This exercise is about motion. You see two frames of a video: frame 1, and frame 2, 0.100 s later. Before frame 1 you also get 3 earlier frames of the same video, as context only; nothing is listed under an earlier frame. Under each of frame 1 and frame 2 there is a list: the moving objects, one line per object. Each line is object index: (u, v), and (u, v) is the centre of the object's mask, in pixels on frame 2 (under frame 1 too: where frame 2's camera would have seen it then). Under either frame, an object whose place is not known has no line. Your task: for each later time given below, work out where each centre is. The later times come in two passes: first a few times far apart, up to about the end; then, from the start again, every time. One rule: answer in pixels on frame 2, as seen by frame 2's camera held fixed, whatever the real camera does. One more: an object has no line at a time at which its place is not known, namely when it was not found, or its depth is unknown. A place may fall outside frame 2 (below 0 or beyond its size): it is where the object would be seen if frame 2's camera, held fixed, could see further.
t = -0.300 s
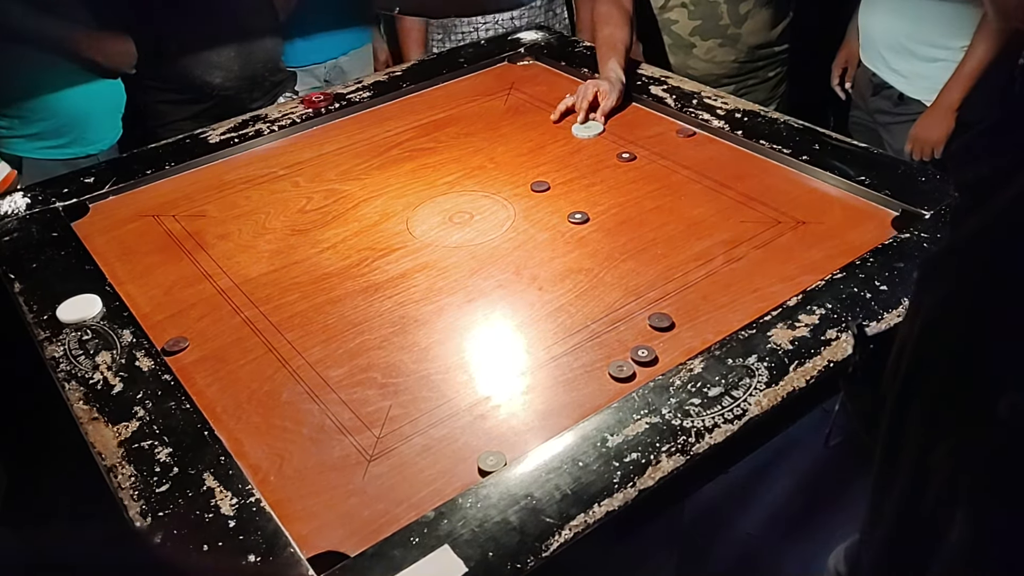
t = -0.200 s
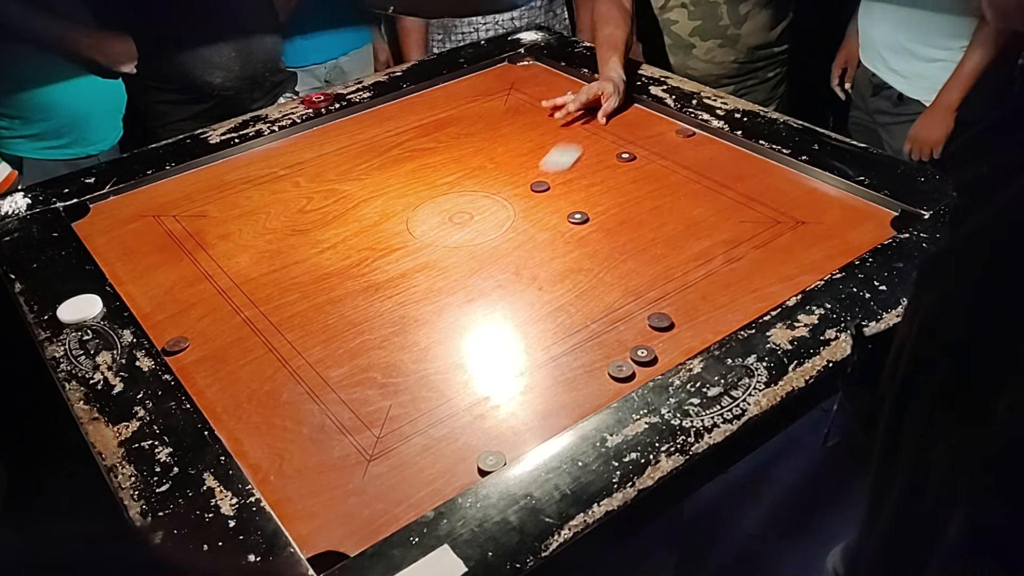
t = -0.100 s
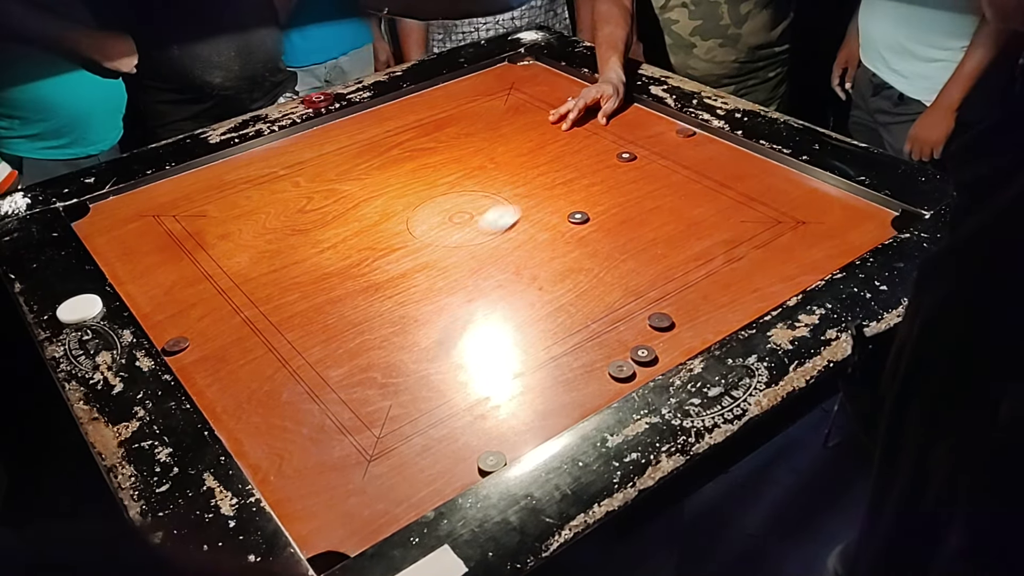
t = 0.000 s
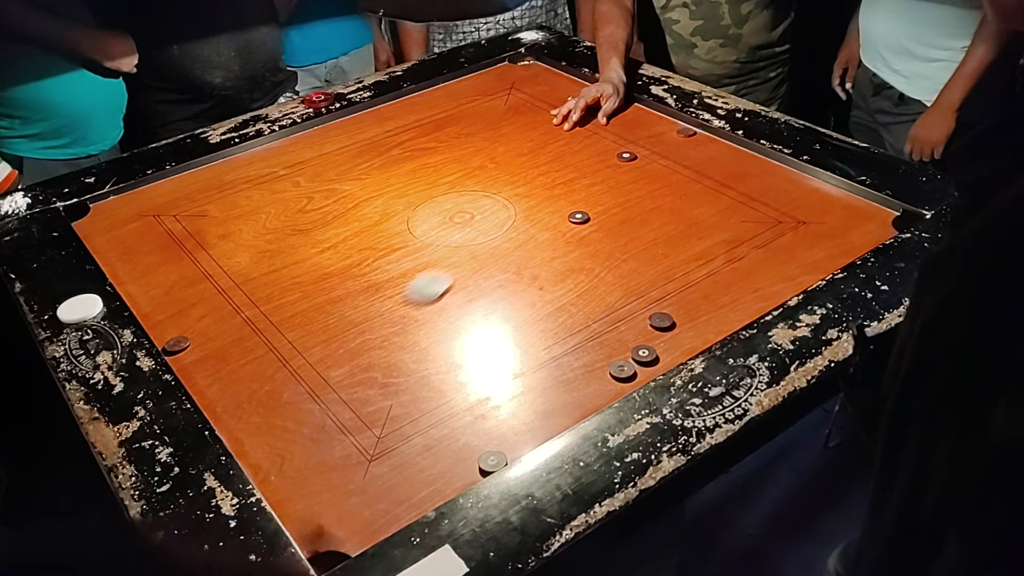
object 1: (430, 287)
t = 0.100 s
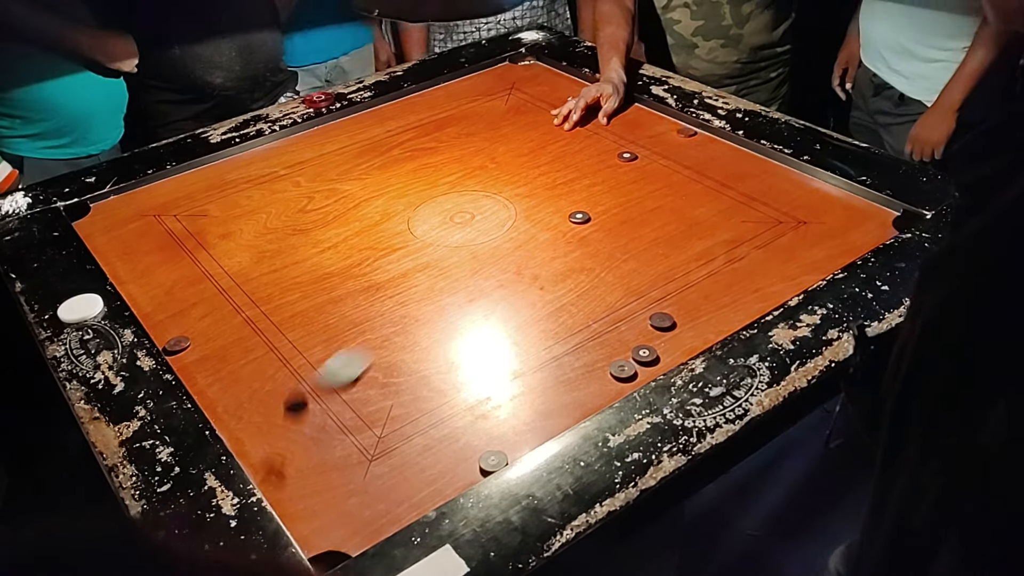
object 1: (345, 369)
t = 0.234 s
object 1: (324, 430)
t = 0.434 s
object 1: (507, 383)
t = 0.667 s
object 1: (609, 350)
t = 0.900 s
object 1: (619, 342)
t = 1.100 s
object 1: (619, 342)
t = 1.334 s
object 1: (619, 342)
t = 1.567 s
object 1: (620, 343)
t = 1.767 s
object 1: (619, 342)
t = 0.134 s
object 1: (309, 402)
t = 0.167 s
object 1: (277, 434)
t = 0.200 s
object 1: (283, 443)
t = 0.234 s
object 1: (324, 430)
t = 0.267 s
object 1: (361, 421)
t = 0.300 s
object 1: (396, 412)
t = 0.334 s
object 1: (430, 404)
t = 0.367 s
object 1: (459, 397)
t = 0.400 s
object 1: (485, 390)
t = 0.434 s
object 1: (507, 383)
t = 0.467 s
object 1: (525, 376)
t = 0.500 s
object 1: (544, 371)
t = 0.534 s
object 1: (563, 366)
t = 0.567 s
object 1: (579, 361)
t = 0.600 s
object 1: (592, 357)
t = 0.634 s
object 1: (602, 353)
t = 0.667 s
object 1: (609, 350)
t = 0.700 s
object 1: (613, 346)
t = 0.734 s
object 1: (617, 344)
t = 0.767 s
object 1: (619, 343)
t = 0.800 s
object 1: (619, 342)
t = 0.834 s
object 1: (619, 342)
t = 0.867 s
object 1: (619, 342)
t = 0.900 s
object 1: (619, 342)
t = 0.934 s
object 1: (619, 342)
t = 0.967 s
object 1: (619, 342)
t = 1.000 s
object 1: (619, 342)
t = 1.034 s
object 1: (619, 342)
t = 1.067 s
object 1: (619, 342)
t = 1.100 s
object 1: (619, 342)
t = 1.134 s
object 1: (619, 342)
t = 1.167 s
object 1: (619, 342)
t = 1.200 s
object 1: (619, 342)
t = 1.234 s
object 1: (619, 342)
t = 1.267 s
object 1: (619, 342)
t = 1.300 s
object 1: (619, 342)
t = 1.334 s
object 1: (619, 342)
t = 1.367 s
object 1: (619, 342)
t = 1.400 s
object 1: (619, 342)
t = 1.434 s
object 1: (619, 342)
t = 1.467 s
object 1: (619, 342)
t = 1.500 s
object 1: (619, 342)
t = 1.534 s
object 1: (619, 342)
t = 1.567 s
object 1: (620, 343)
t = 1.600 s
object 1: (619, 342)
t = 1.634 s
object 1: (620, 342)
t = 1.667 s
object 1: (619, 342)
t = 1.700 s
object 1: (619, 342)
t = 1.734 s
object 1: (619, 342)
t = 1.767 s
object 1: (619, 342)
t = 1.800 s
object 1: (619, 342)
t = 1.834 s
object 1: (619, 342)
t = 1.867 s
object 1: (619, 342)
